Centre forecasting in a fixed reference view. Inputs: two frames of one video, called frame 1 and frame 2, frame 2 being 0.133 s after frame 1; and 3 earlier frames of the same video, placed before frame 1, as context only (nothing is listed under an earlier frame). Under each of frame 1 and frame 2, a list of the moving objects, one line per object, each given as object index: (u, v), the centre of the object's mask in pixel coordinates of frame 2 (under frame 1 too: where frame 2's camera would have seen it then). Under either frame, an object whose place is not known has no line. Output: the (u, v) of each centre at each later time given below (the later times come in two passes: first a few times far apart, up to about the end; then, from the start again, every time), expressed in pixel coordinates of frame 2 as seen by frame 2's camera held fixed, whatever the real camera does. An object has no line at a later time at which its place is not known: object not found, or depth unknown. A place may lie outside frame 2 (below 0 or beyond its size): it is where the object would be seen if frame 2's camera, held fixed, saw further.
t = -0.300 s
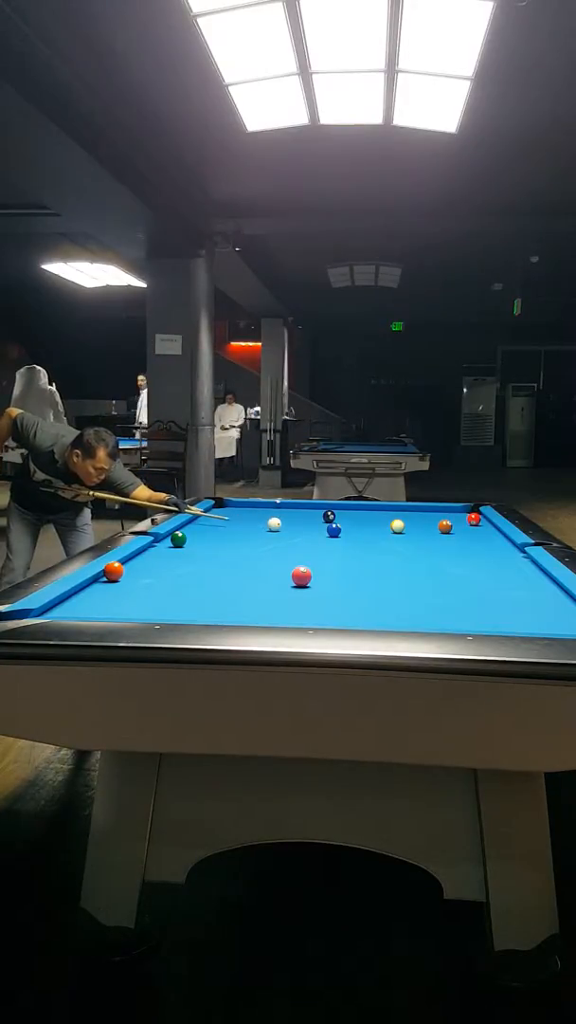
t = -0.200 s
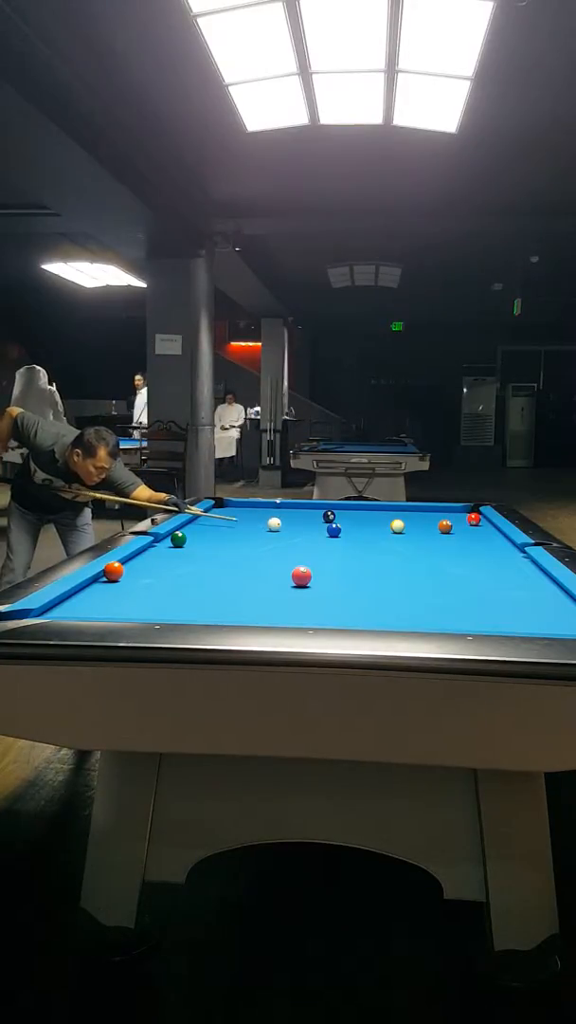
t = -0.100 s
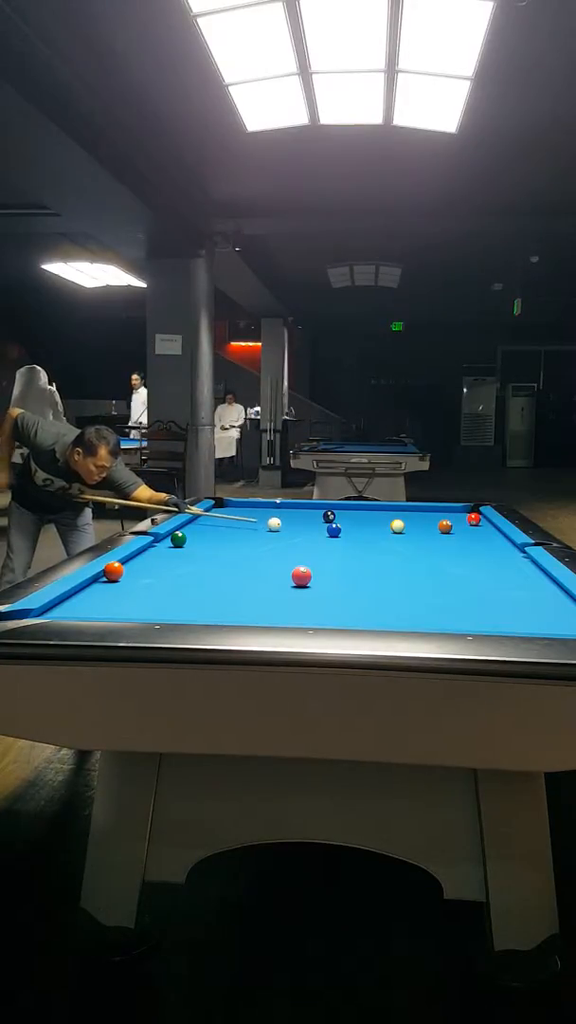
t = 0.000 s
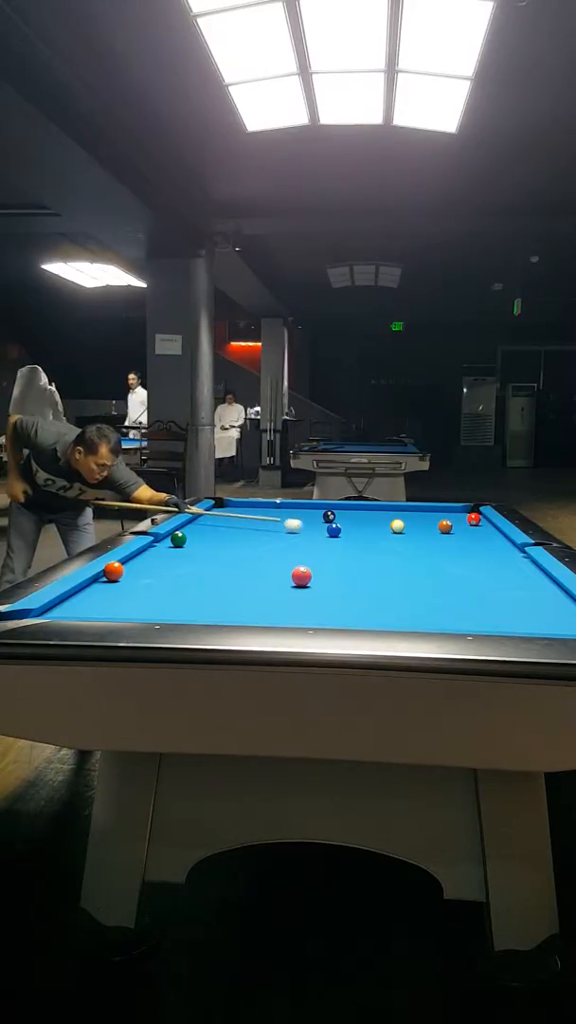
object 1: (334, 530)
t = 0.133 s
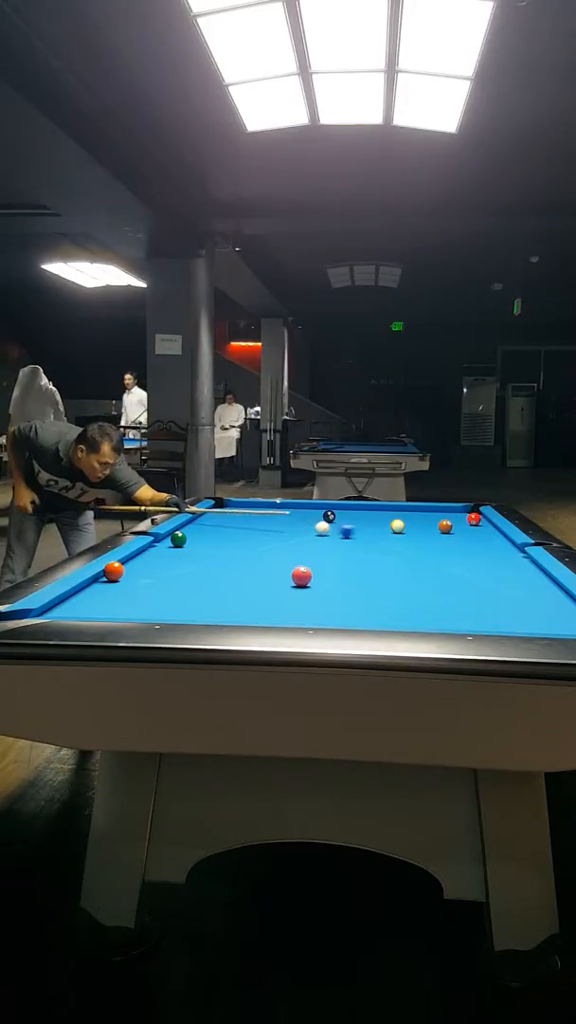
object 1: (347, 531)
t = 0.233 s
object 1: (373, 534)
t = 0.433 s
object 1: (416, 538)
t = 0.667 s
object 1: (467, 543)
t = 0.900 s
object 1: (520, 549)
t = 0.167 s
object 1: (356, 532)
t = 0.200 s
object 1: (364, 533)
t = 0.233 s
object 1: (373, 534)
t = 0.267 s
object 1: (380, 535)
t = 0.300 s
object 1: (387, 535)
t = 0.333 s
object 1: (394, 537)
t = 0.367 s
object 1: (402, 537)
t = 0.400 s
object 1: (409, 537)
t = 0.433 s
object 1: (416, 538)
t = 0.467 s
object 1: (423, 539)
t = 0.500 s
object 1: (430, 539)
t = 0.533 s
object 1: (437, 541)
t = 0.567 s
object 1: (445, 541)
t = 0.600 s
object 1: (453, 542)
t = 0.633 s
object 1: (460, 542)
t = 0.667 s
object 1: (467, 543)
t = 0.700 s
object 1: (475, 544)
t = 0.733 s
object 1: (483, 545)
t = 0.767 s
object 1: (490, 546)
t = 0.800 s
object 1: (498, 546)
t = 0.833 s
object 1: (506, 547)
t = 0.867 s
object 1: (514, 548)
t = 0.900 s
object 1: (520, 549)
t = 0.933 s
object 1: (528, 545)
